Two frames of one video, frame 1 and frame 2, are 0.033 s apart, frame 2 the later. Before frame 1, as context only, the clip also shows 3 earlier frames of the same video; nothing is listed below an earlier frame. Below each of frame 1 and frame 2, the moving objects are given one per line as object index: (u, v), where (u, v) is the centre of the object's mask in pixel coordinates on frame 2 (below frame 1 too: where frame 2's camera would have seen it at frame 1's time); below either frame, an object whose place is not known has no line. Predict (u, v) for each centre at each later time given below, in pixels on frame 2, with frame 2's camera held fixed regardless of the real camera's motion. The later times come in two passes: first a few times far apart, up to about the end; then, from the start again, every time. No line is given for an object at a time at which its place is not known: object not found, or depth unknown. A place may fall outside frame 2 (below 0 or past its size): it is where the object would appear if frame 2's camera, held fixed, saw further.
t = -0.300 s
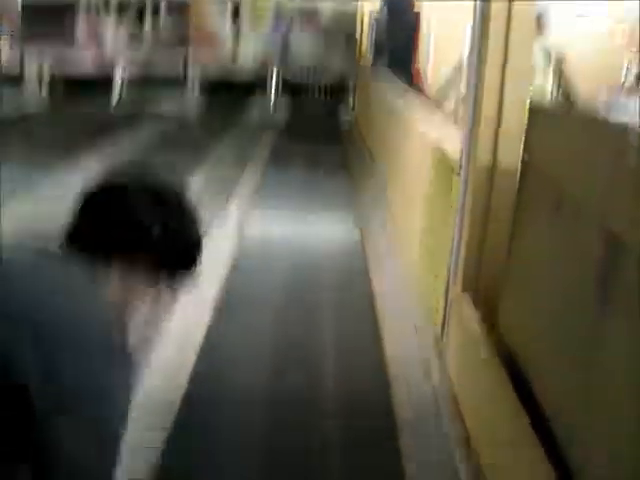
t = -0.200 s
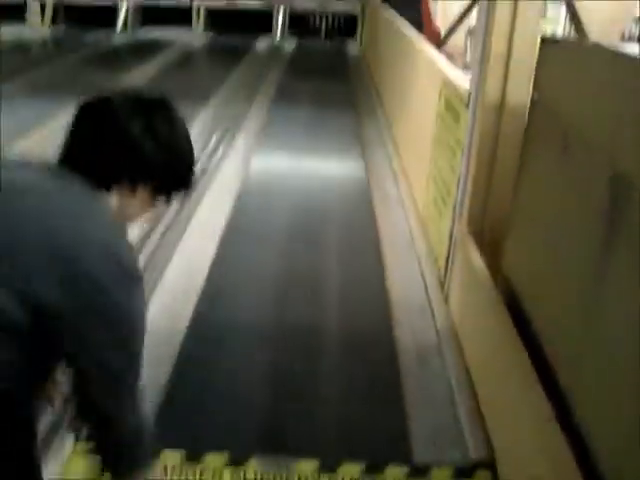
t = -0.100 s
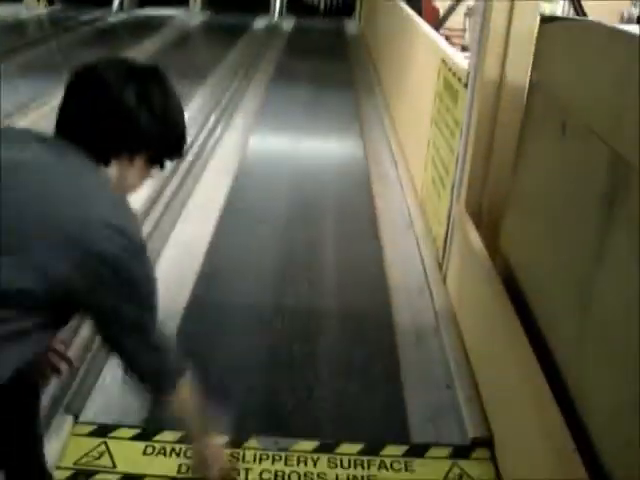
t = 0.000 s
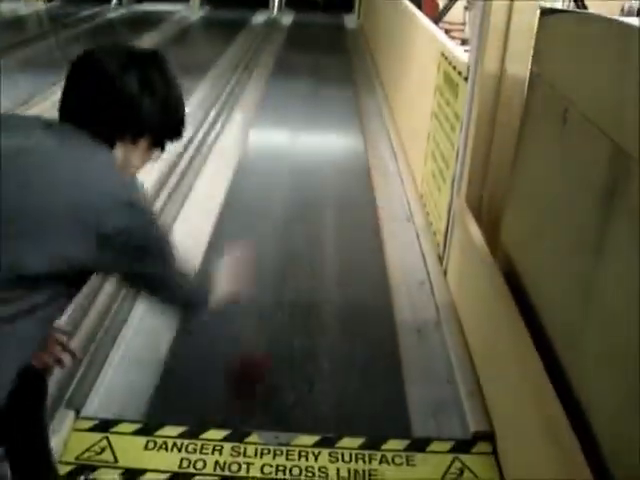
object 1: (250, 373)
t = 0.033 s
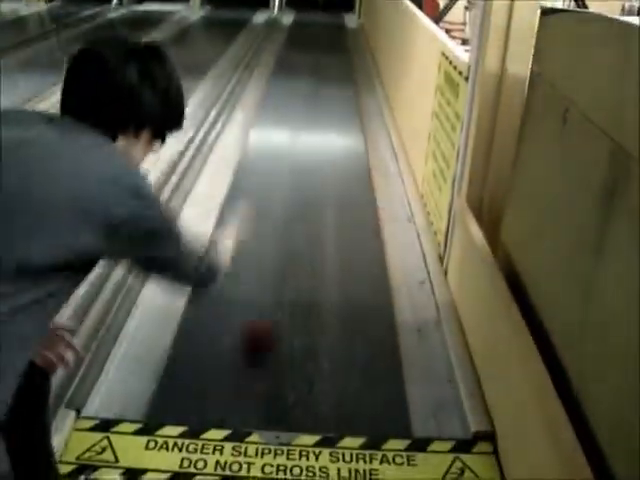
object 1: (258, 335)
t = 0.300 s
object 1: (299, 195)
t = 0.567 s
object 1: (316, 134)
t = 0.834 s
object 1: (327, 101)
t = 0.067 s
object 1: (268, 313)
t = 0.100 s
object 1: (273, 288)
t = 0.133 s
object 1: (278, 267)
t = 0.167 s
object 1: (283, 249)
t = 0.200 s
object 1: (287, 233)
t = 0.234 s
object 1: (292, 218)
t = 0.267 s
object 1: (295, 208)
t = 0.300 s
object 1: (299, 195)
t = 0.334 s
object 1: (302, 188)
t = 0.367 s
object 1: (304, 177)
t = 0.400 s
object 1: (307, 168)
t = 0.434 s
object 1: (309, 160)
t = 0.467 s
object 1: (311, 153)
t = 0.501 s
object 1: (313, 146)
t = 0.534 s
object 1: (315, 139)
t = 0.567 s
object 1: (316, 134)
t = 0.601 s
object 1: (318, 128)
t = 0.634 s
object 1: (320, 123)
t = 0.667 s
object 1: (321, 119)
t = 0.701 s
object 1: (323, 114)
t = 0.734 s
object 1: (324, 110)
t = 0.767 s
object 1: (325, 107)
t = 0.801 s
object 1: (326, 104)
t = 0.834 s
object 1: (327, 101)
